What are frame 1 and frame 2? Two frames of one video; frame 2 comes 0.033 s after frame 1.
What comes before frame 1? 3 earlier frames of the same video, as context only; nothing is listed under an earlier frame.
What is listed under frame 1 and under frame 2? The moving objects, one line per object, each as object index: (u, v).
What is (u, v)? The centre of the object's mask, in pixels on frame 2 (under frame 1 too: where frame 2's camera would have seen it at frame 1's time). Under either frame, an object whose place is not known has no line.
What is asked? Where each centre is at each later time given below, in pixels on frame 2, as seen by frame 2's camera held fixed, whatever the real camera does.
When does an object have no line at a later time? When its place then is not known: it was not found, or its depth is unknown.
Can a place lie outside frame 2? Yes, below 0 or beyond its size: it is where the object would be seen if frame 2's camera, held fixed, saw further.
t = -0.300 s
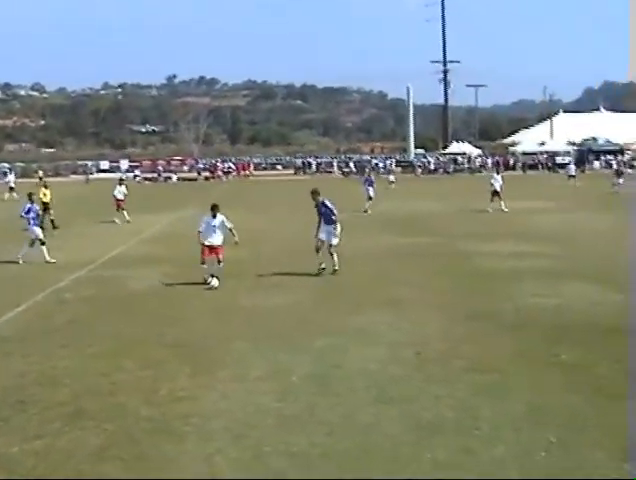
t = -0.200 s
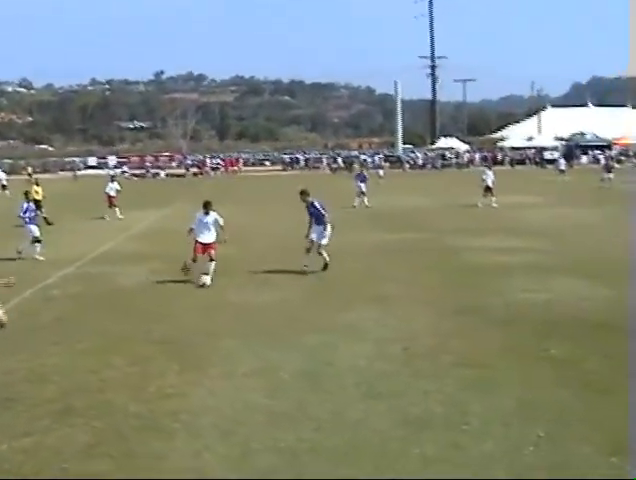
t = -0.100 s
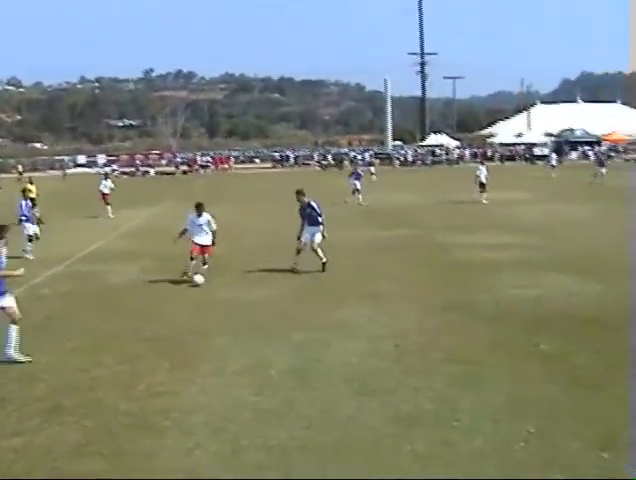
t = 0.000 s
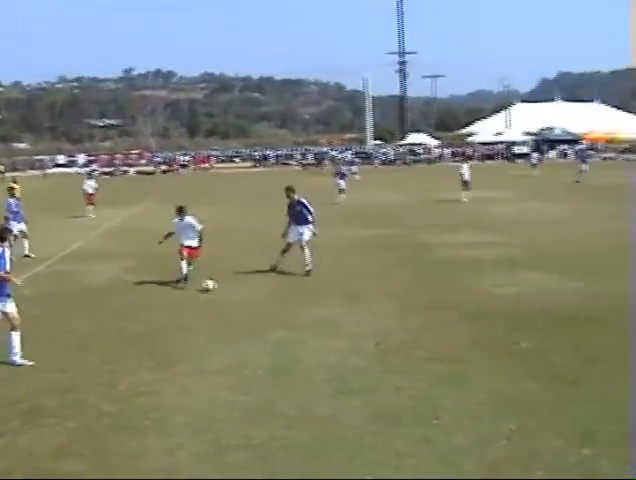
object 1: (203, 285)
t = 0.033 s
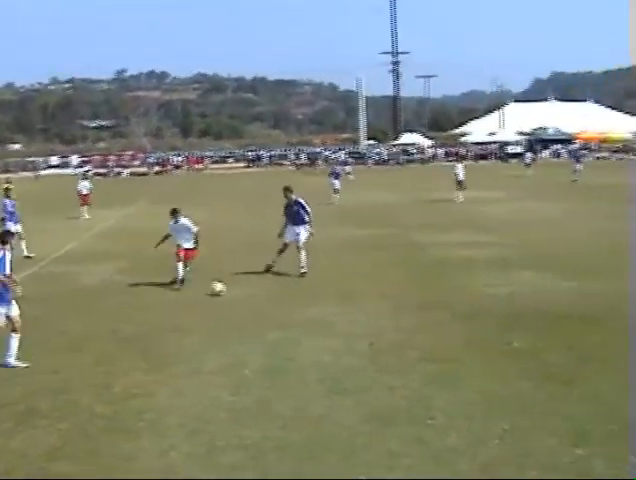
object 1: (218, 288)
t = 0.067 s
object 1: (233, 291)
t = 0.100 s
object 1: (249, 295)
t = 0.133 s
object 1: (266, 297)
